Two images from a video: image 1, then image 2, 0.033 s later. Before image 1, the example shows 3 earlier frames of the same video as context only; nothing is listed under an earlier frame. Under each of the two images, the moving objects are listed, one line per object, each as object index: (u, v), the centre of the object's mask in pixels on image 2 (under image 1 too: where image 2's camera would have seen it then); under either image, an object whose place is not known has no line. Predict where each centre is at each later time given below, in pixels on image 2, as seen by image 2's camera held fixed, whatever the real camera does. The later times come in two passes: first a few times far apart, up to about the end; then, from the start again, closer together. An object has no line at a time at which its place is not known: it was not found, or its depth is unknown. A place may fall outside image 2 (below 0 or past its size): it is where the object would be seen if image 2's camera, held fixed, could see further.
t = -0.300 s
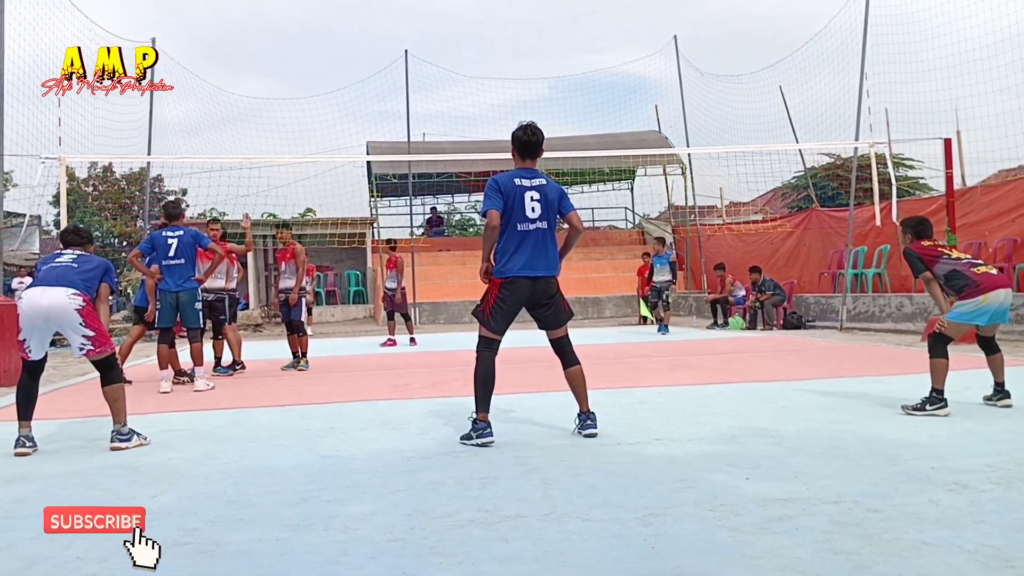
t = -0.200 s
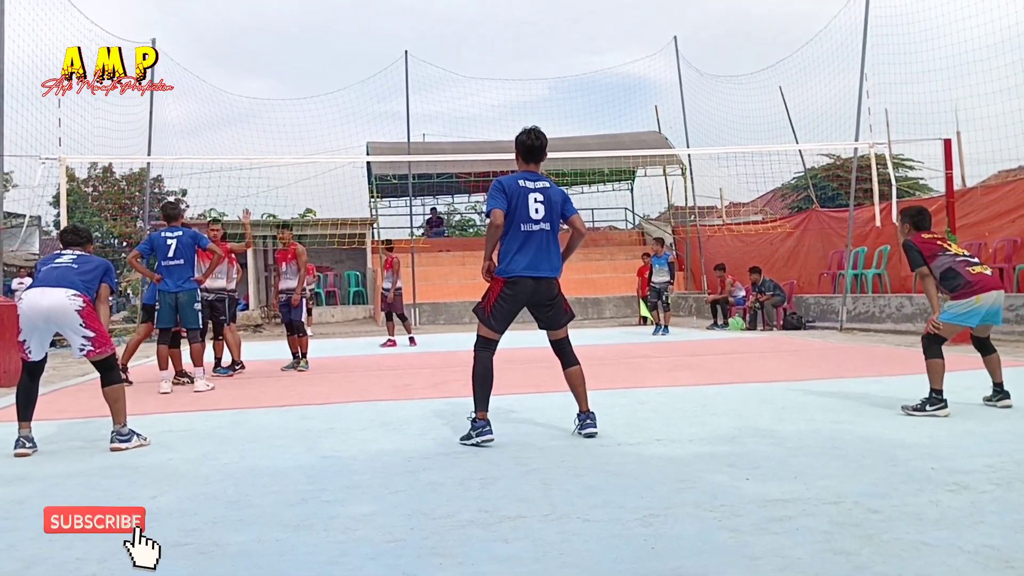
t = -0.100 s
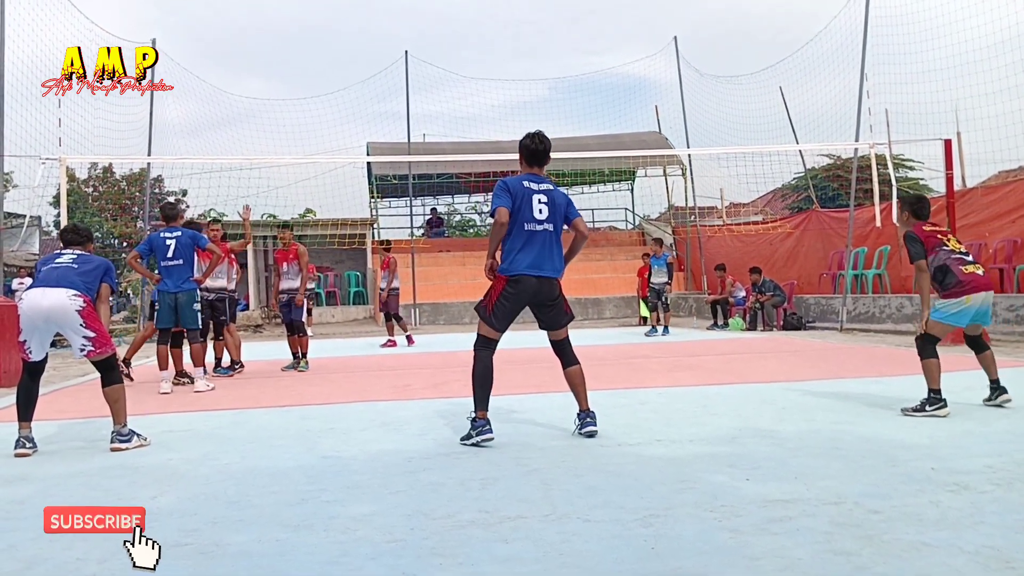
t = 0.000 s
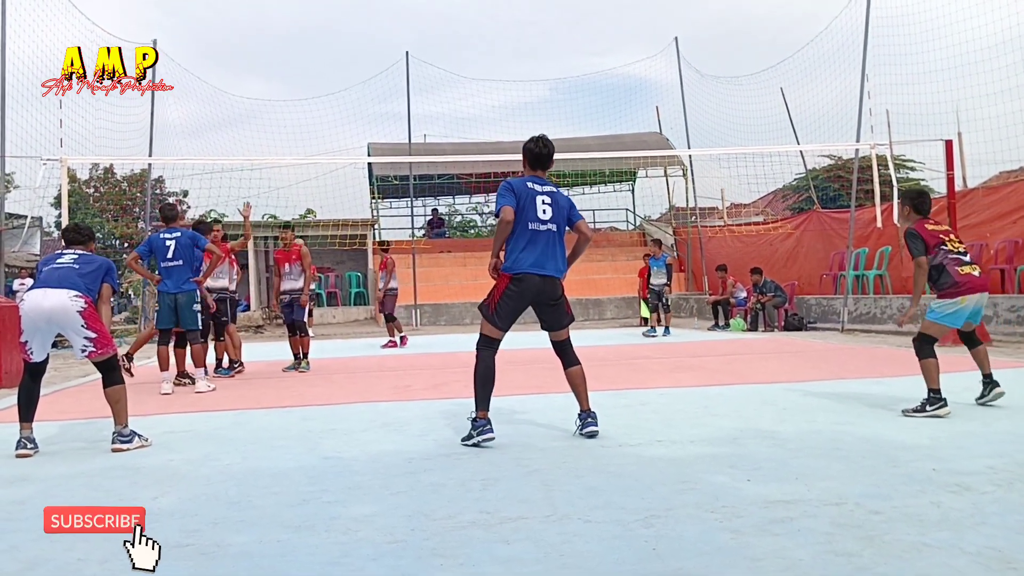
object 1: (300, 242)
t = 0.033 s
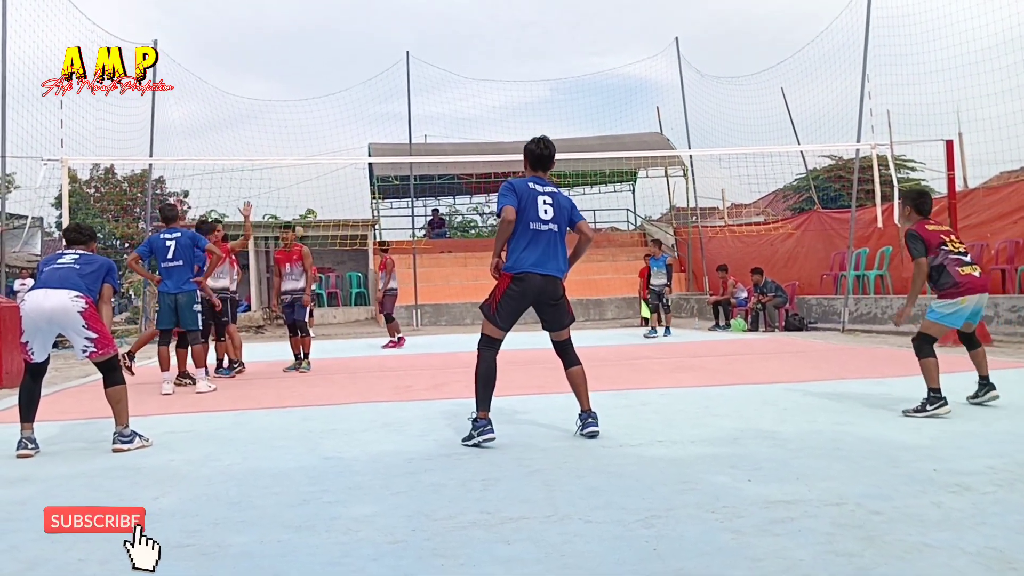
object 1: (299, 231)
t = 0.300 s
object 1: (291, 152)
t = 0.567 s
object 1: (285, 107)
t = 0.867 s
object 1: (280, 98)
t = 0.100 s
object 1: (296, 208)
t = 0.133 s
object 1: (295, 198)
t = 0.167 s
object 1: (294, 187)
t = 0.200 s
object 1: (294, 178)
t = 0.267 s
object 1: (292, 164)
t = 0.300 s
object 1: (291, 152)
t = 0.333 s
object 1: (290, 145)
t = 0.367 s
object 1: (290, 138)
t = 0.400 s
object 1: (289, 131)
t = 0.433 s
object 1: (288, 125)
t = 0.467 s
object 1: (288, 120)
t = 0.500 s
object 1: (287, 115)
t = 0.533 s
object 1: (286, 111)
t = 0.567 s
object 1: (285, 107)
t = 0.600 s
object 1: (284, 104)
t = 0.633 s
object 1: (284, 101)
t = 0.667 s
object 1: (283, 99)
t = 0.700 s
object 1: (283, 97)
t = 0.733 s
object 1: (282, 96)
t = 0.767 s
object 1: (282, 96)
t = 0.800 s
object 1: (281, 96)
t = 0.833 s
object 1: (281, 97)
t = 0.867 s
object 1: (280, 98)
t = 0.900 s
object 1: (279, 100)
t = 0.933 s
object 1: (279, 102)
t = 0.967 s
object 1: (278, 105)
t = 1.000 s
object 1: (278, 108)
